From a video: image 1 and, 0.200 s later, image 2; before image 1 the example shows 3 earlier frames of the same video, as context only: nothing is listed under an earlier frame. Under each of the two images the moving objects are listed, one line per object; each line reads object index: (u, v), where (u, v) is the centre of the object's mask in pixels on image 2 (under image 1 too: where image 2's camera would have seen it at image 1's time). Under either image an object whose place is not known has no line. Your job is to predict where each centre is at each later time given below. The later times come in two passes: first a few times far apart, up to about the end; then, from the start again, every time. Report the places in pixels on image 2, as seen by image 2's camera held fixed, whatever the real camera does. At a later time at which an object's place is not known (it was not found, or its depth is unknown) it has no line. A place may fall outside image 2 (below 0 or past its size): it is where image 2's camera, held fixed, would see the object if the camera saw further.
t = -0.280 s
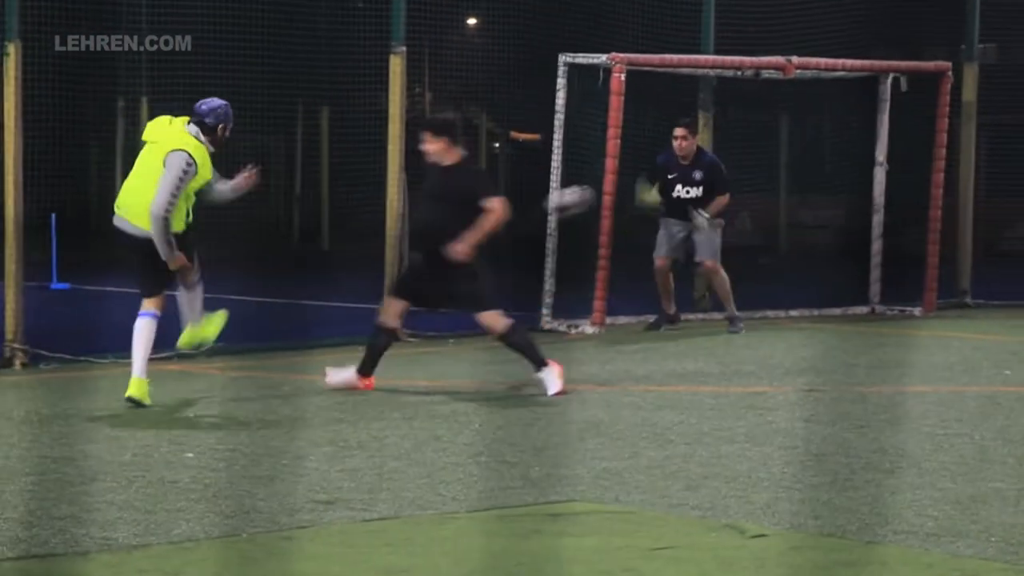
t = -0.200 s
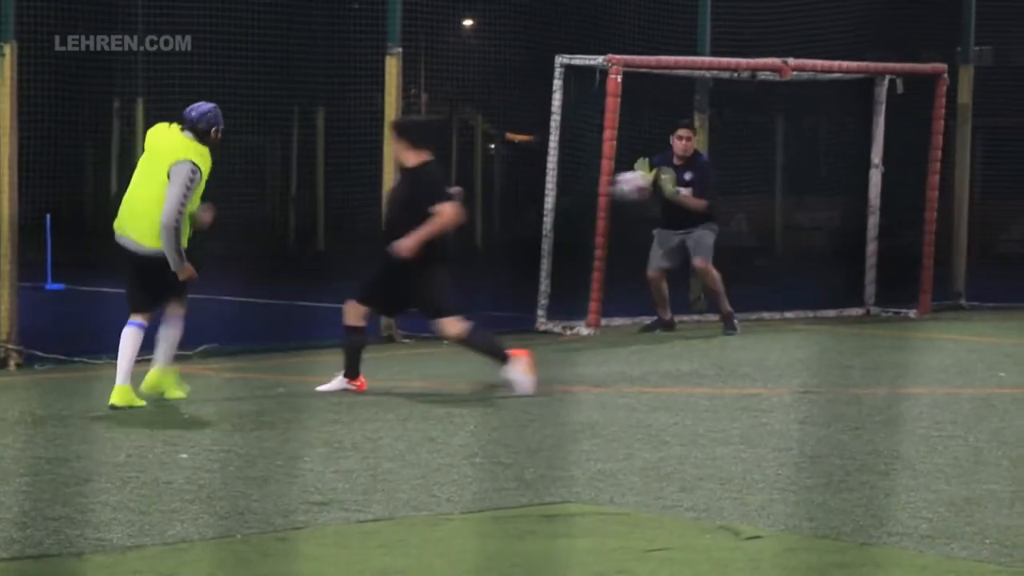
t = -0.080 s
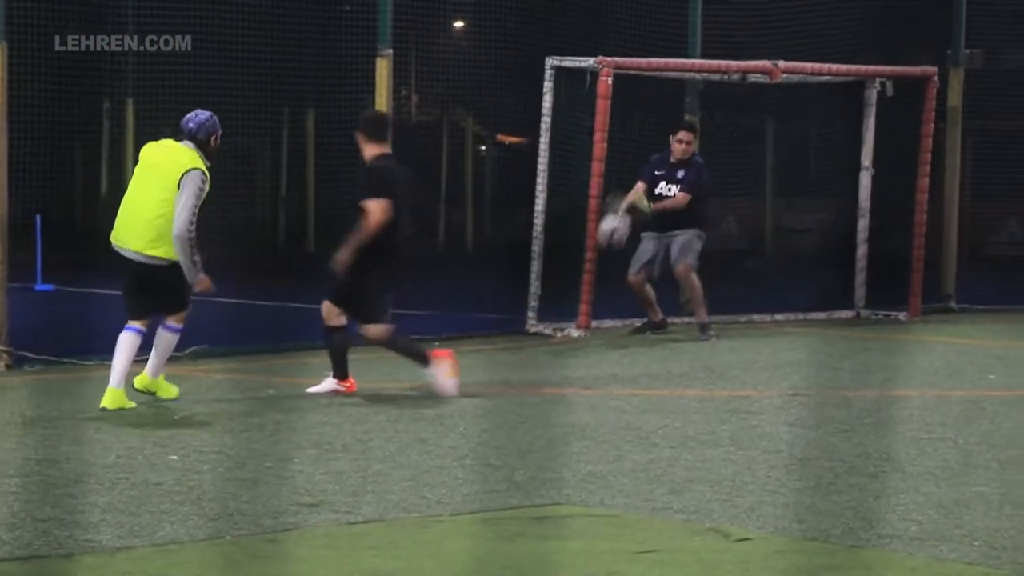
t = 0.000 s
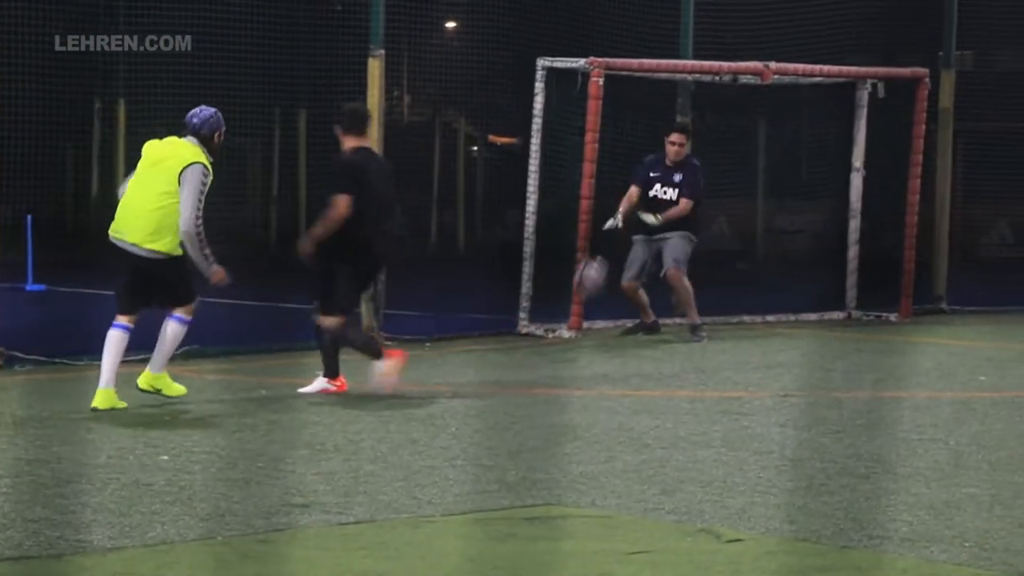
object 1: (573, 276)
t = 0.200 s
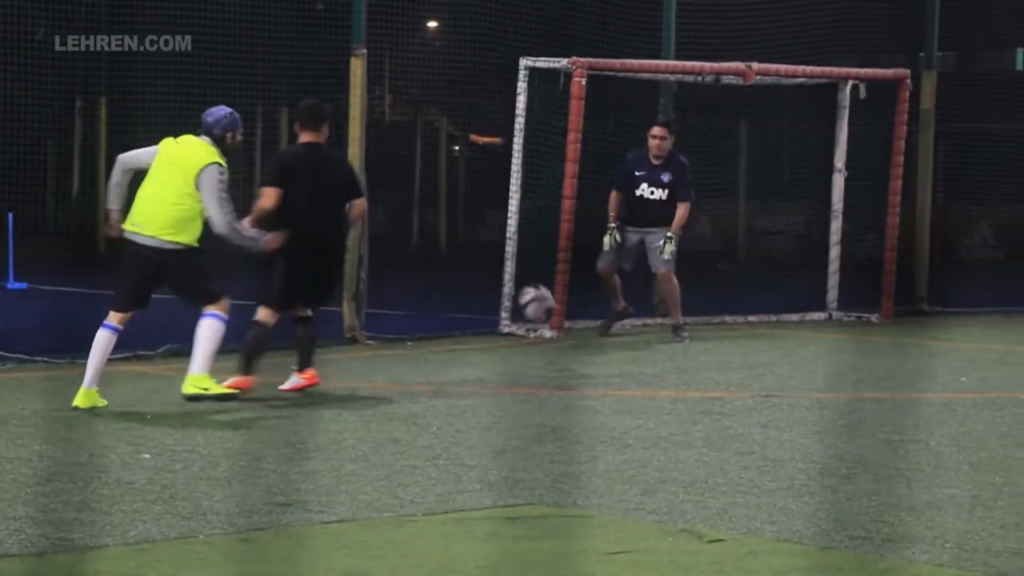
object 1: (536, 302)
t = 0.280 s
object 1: (525, 275)
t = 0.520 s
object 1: (481, 254)
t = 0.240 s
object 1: (531, 288)
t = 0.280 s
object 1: (525, 275)
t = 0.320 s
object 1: (517, 267)
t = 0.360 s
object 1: (510, 258)
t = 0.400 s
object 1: (503, 253)
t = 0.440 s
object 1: (496, 251)
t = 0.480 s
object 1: (487, 251)
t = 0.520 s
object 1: (481, 254)
